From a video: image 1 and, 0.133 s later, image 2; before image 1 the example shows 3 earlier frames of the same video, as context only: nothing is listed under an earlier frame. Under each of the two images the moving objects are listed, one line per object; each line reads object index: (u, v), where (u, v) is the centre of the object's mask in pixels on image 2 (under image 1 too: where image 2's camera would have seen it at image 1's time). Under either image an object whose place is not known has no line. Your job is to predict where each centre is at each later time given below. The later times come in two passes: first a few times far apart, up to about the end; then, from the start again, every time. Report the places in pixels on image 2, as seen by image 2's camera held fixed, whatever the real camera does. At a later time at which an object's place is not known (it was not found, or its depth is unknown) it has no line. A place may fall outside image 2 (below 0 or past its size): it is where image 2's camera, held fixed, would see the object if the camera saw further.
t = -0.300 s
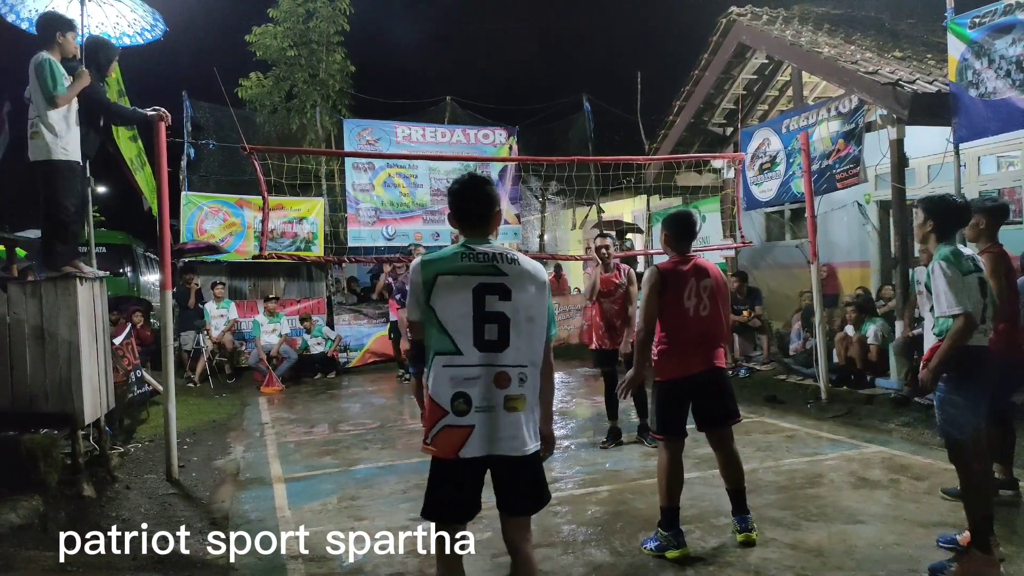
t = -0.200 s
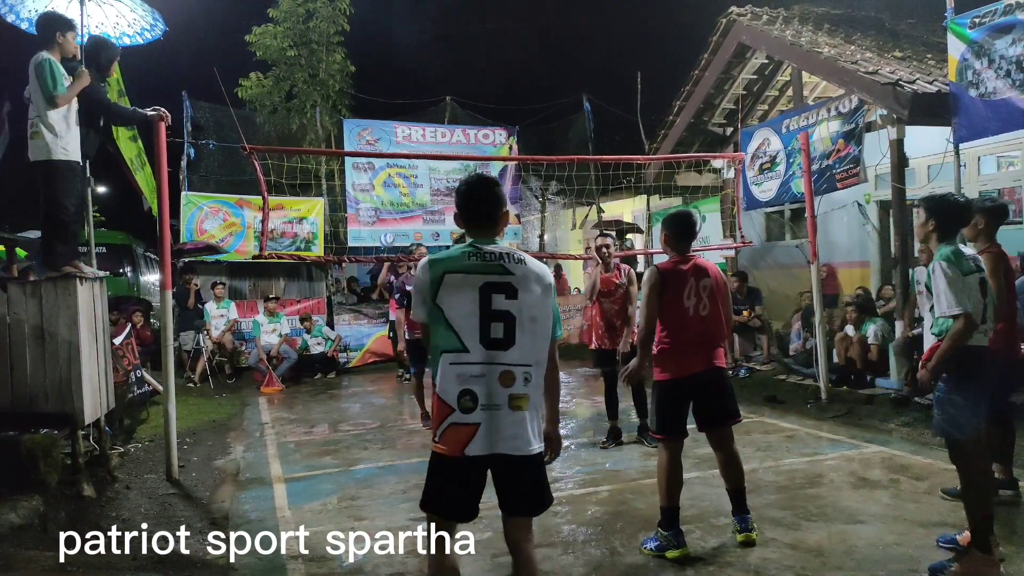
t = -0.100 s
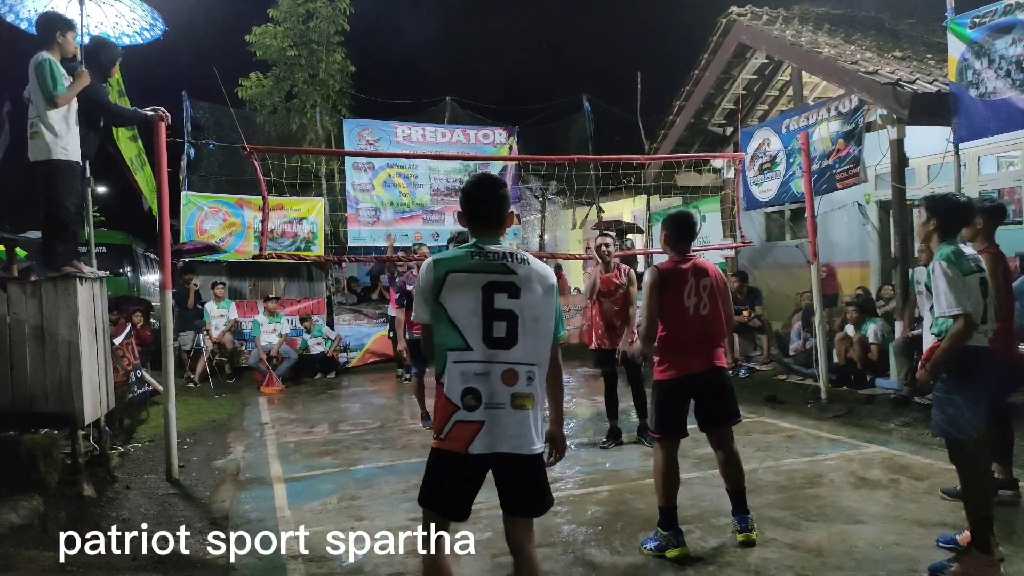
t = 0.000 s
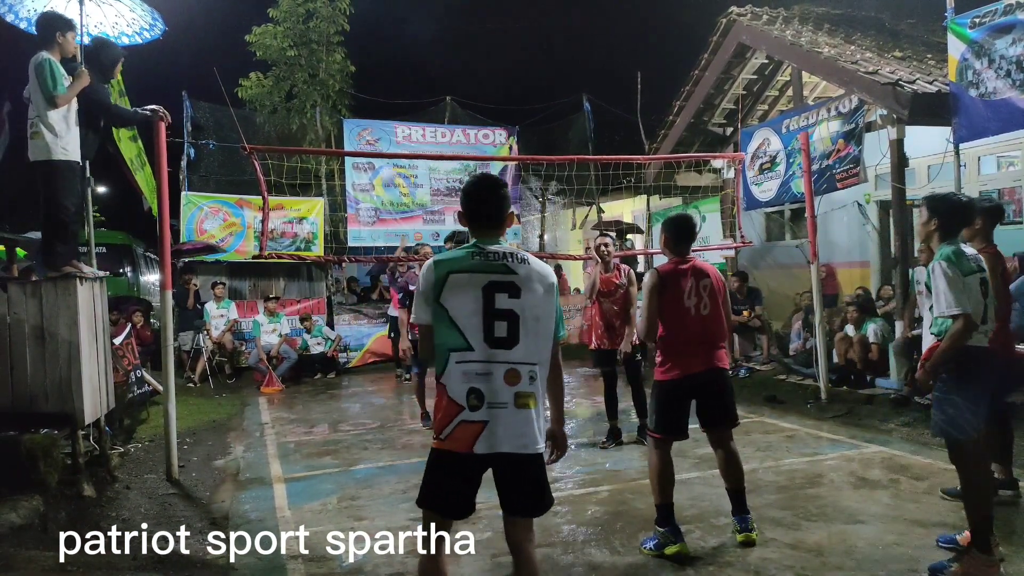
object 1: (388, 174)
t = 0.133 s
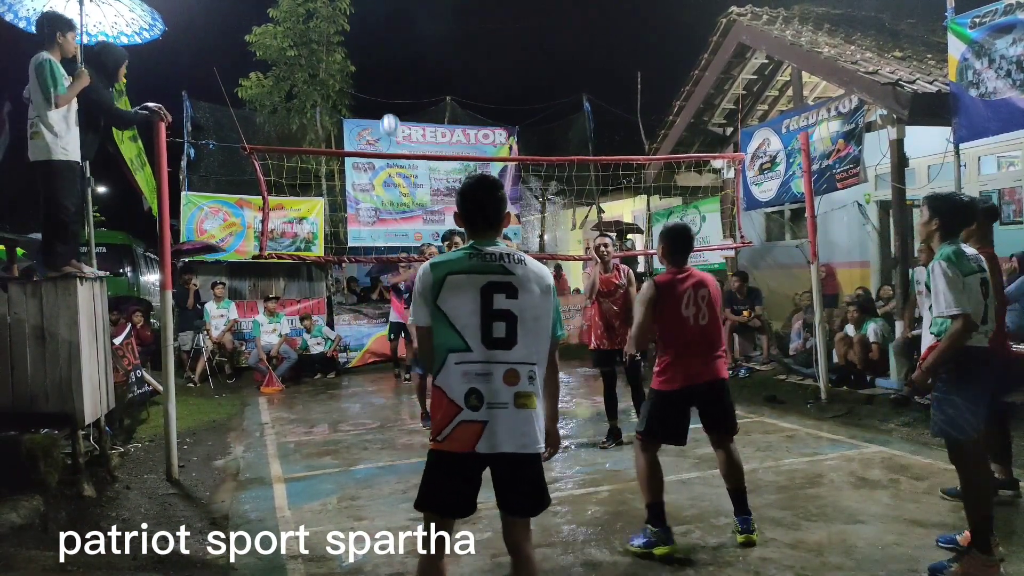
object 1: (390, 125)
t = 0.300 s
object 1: (392, 80)
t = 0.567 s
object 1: (403, 54)
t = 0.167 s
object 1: (390, 114)
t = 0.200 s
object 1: (391, 104)
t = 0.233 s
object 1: (391, 96)
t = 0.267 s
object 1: (391, 87)
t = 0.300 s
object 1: (392, 80)
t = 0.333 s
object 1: (393, 73)
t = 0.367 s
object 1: (394, 67)
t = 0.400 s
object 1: (395, 62)
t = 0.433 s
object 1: (396, 58)
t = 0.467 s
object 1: (398, 55)
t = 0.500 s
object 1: (400, 54)
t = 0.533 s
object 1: (401, 53)
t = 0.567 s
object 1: (403, 54)
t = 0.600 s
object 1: (406, 56)
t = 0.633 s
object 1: (408, 60)
